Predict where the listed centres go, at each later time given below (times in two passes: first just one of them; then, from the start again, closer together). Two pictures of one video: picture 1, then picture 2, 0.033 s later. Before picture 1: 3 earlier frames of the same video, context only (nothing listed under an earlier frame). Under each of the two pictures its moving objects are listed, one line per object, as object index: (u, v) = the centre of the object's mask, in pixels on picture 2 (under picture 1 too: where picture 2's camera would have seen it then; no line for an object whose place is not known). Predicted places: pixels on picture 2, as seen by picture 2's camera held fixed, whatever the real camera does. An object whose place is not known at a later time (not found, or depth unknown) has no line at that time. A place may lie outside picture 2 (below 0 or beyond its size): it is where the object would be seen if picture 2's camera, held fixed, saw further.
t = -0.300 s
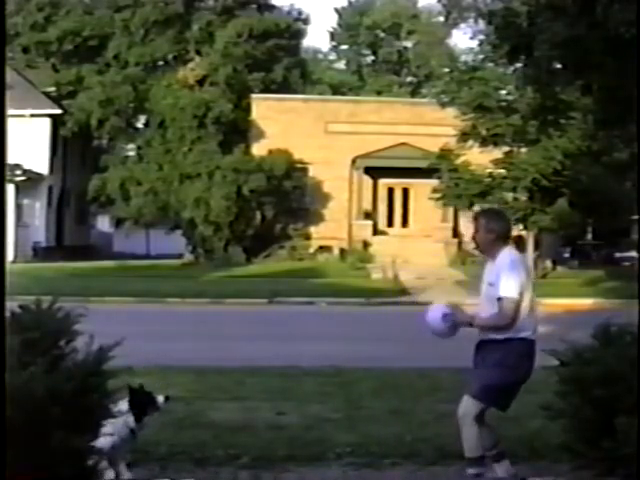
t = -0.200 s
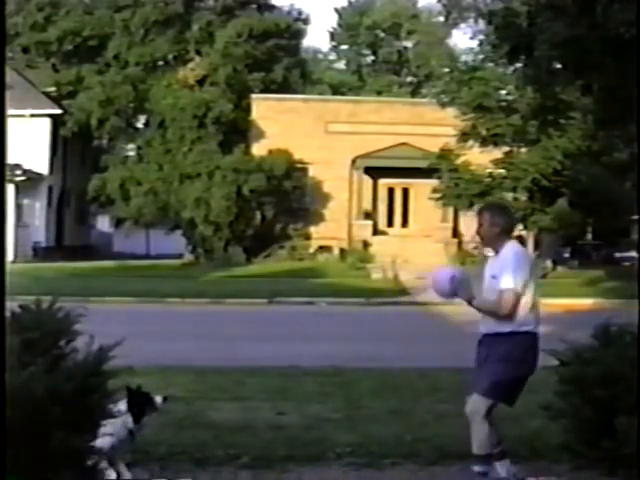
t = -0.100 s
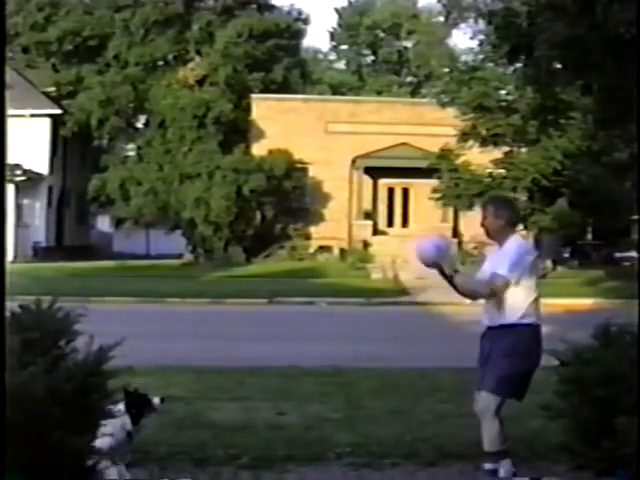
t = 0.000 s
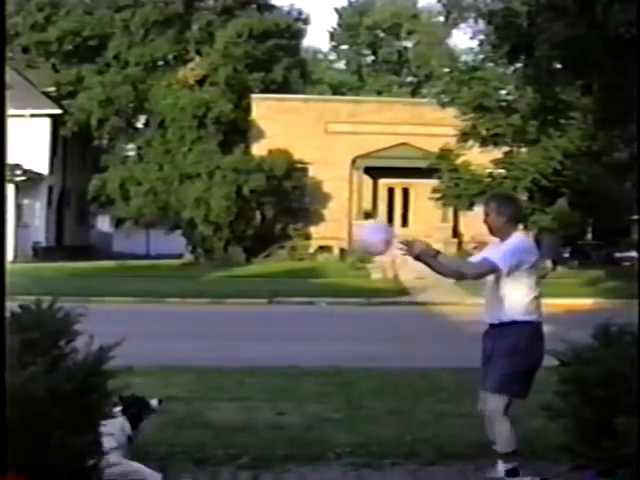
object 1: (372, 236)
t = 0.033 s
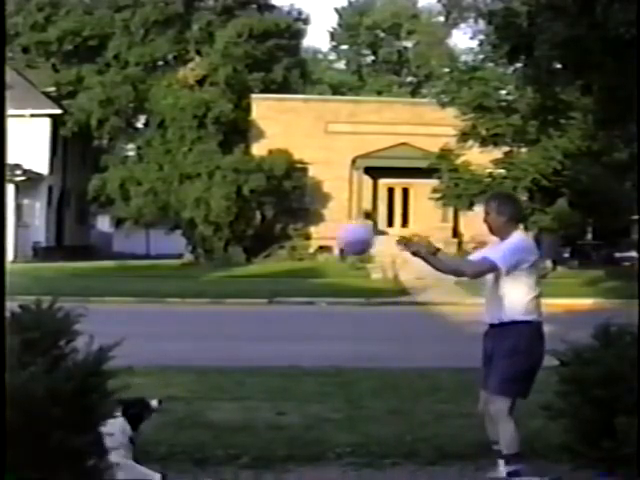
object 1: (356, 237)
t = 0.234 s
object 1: (243, 271)
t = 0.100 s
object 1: (317, 241)
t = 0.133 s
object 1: (297, 246)
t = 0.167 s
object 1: (280, 253)
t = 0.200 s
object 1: (261, 261)
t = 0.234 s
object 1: (243, 271)
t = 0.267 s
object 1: (224, 284)
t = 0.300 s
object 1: (209, 298)
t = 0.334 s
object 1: (192, 314)
